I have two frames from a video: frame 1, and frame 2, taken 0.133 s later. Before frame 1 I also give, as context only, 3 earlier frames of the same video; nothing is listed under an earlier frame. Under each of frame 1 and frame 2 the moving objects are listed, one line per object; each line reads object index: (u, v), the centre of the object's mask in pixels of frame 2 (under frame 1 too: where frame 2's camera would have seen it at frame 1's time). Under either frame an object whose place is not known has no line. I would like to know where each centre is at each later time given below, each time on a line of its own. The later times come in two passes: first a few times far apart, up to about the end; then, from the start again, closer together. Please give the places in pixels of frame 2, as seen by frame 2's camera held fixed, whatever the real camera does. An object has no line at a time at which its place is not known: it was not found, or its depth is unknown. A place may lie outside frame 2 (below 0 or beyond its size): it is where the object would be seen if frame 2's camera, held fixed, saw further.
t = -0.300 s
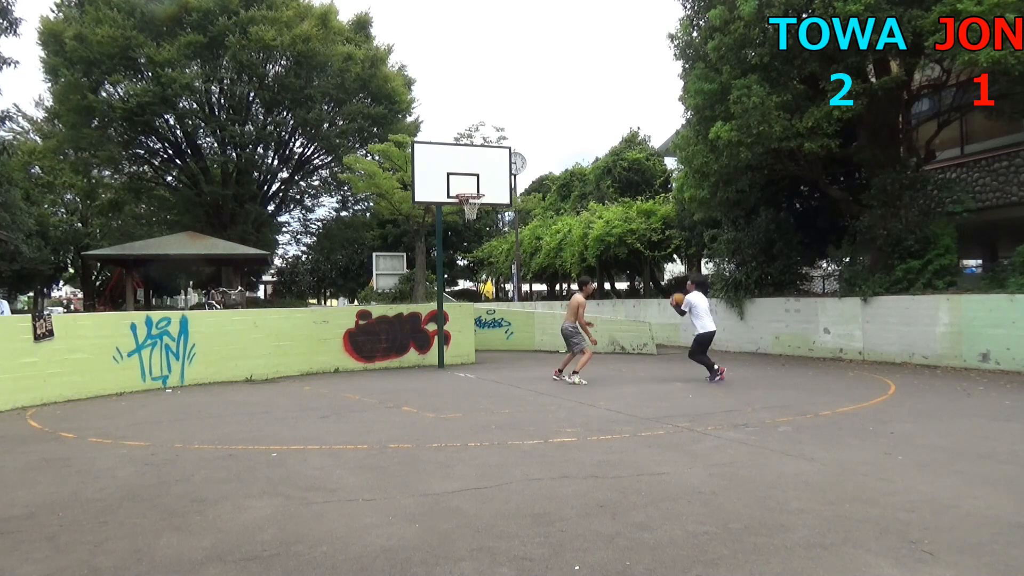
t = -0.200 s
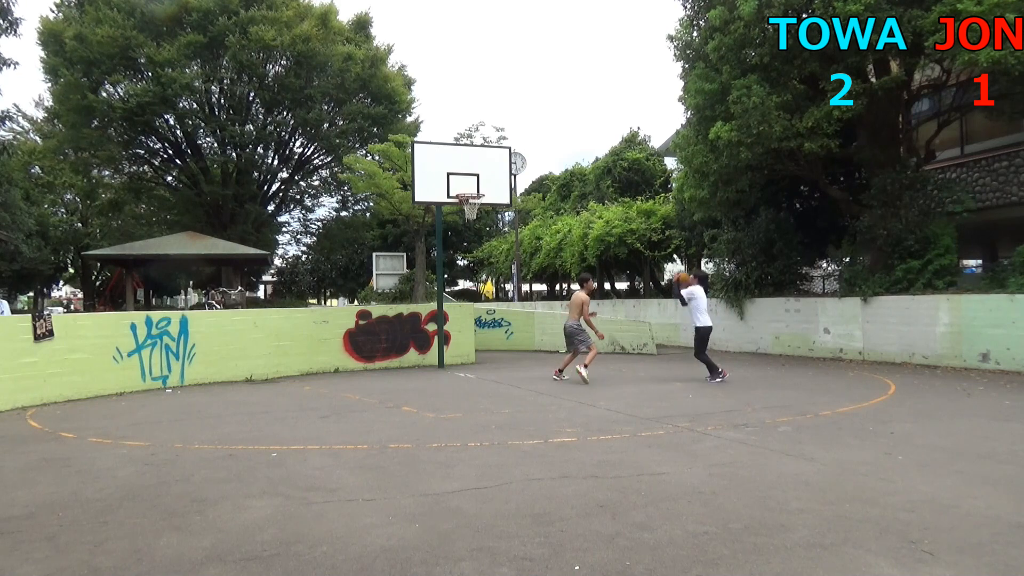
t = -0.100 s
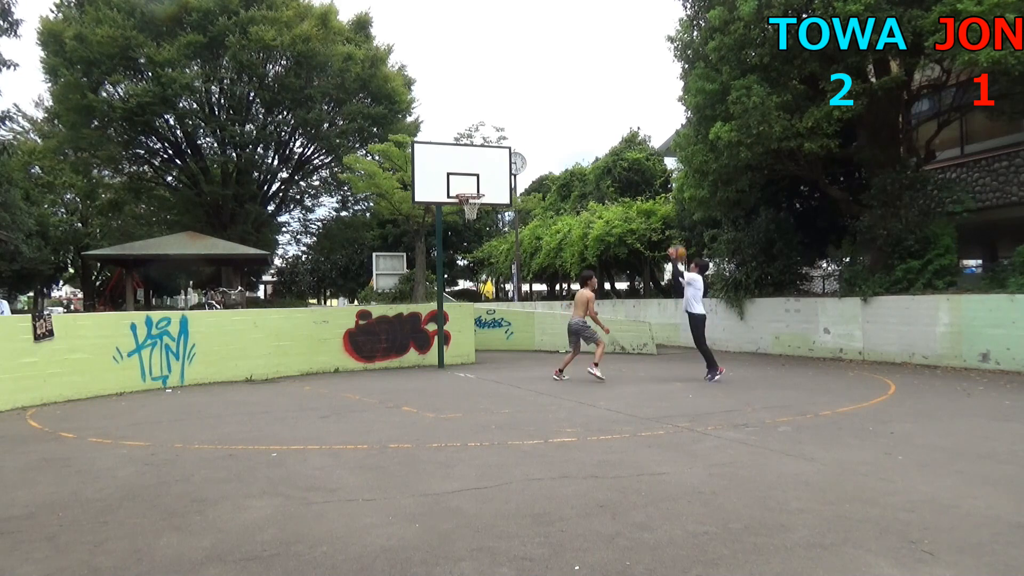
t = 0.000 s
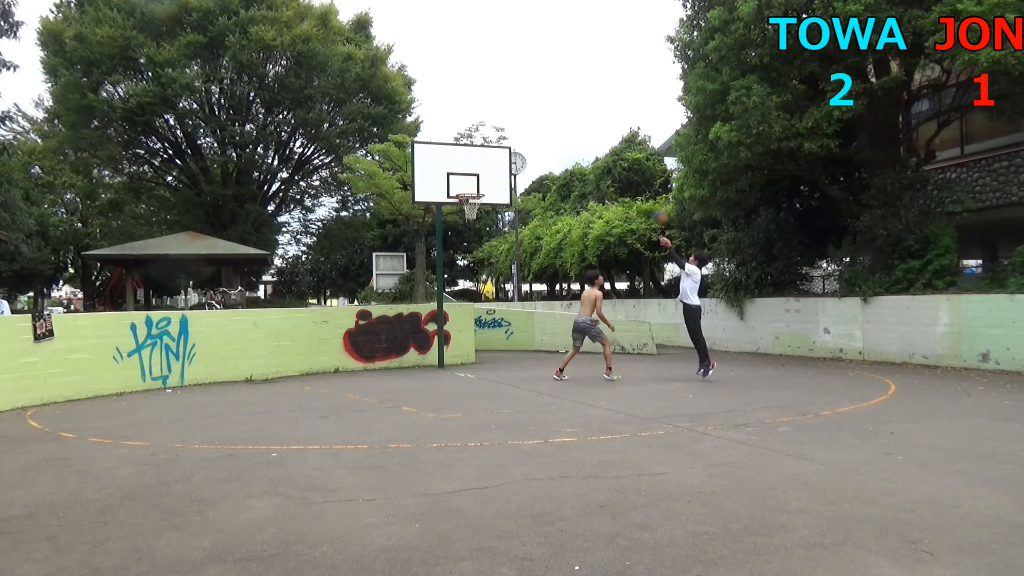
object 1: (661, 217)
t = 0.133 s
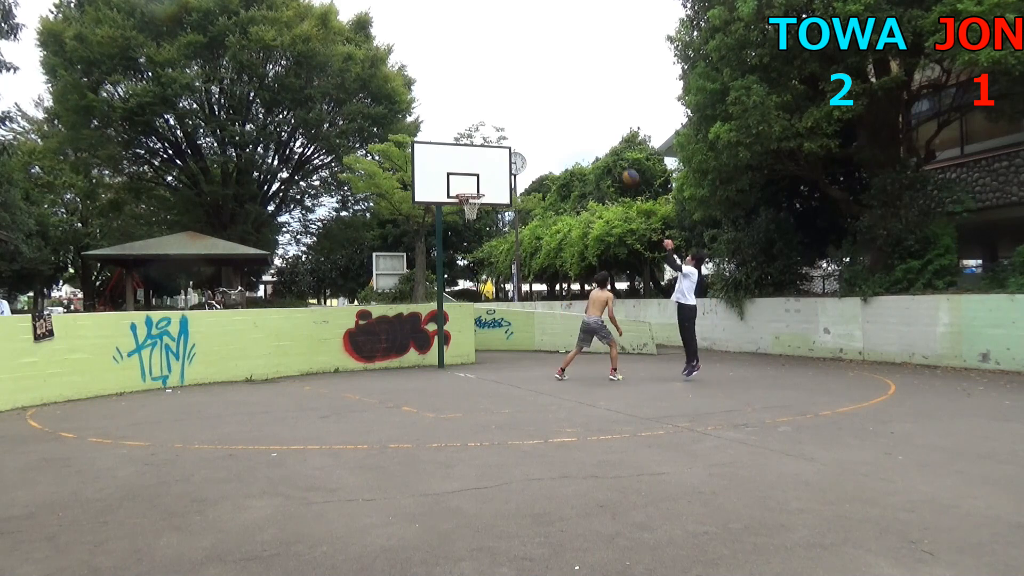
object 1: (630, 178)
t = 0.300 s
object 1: (595, 144)
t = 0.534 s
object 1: (550, 129)
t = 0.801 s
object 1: (504, 151)
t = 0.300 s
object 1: (595, 144)
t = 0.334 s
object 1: (588, 140)
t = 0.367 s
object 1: (582, 136)
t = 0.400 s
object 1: (575, 133)
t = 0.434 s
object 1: (569, 131)
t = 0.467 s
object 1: (562, 129)
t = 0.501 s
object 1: (556, 129)
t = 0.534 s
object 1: (550, 129)
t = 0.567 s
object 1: (544, 129)
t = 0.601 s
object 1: (538, 130)
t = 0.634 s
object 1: (532, 132)
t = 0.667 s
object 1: (526, 134)
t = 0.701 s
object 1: (520, 138)
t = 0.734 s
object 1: (515, 141)
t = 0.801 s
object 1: (504, 151)
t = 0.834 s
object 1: (498, 156)
